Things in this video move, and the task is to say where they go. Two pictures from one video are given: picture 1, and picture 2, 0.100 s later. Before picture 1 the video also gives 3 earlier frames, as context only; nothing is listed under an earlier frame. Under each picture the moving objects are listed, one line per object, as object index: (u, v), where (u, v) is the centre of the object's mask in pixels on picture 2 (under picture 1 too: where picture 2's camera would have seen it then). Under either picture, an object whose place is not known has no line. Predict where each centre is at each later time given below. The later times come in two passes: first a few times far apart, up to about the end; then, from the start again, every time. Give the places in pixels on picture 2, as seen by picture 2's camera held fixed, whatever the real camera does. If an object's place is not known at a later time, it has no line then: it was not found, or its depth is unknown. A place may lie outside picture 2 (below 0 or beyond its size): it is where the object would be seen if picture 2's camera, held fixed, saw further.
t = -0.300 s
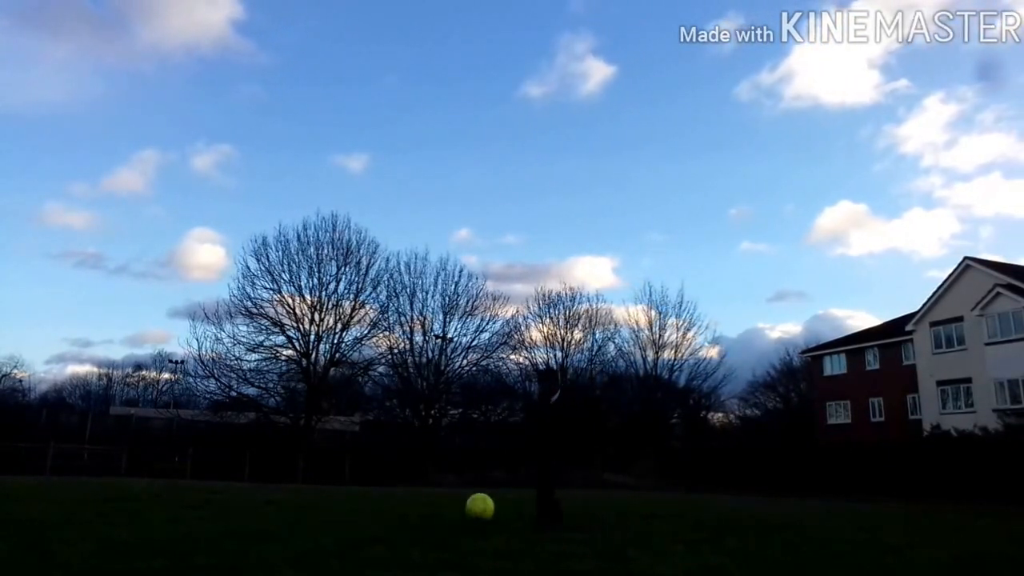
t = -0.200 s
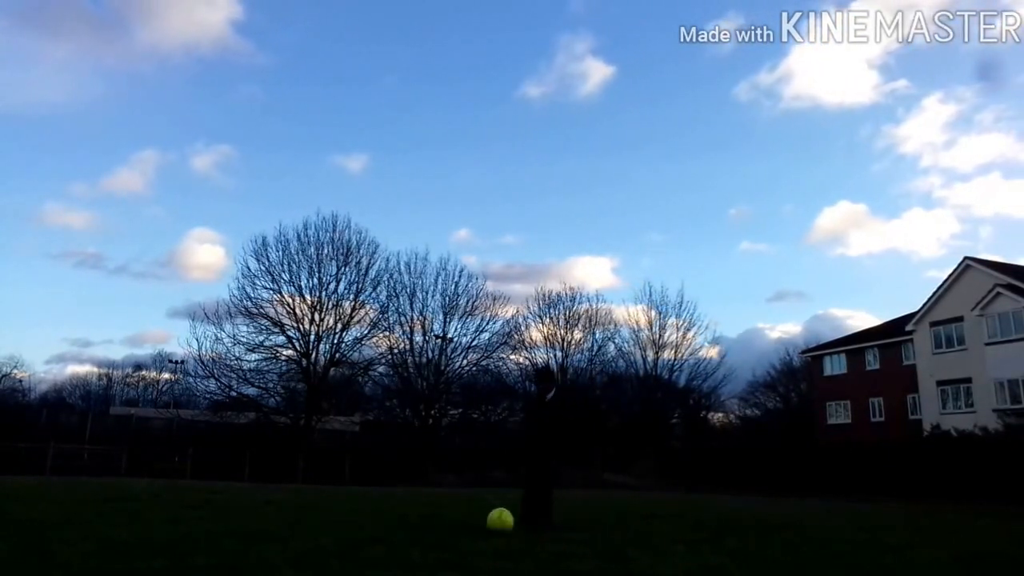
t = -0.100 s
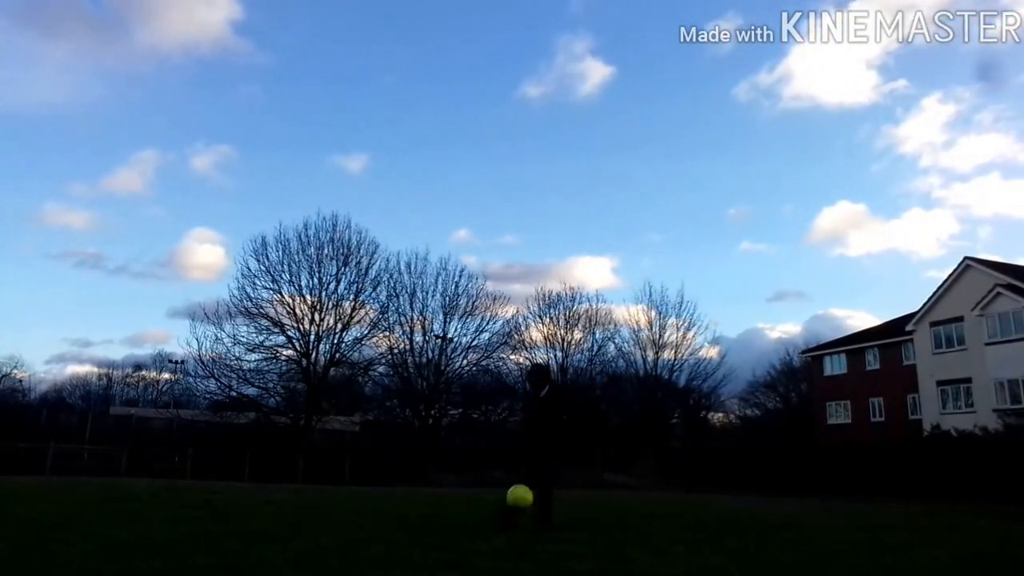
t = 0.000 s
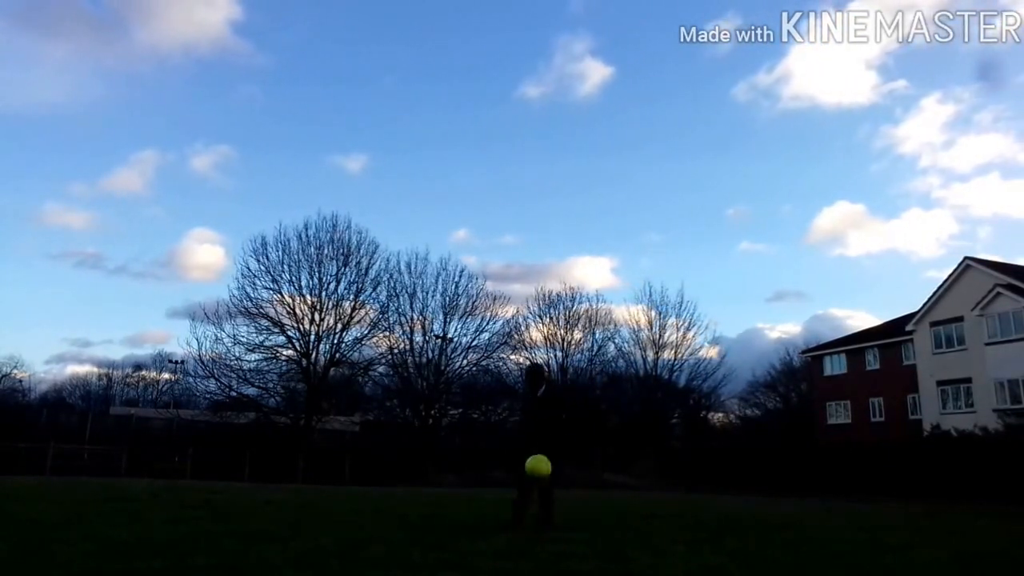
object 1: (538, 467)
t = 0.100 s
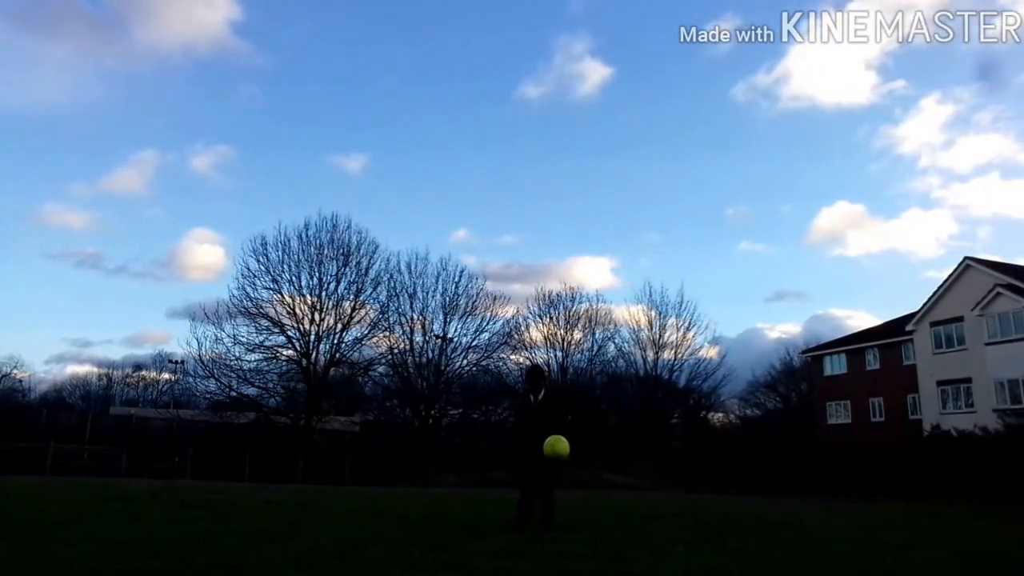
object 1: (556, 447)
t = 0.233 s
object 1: (580, 440)
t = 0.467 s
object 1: (625, 484)
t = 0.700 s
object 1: (707, 504)
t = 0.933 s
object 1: (798, 528)
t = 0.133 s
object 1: (563, 443)
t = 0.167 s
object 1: (568, 441)
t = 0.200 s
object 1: (574, 440)
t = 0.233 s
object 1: (580, 440)
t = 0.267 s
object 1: (587, 441)
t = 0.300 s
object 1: (593, 444)
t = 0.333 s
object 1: (599, 449)
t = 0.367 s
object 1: (605, 455)
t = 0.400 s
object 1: (612, 463)
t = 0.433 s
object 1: (619, 473)
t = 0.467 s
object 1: (625, 484)
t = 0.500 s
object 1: (634, 491)
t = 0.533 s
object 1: (644, 489)
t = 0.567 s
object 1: (656, 488)
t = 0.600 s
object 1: (667, 490)
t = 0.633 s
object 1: (681, 493)
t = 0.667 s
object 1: (693, 498)
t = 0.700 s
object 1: (707, 504)
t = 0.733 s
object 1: (722, 513)
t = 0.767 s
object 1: (737, 525)
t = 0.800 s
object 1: (753, 537)
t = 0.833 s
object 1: (765, 537)
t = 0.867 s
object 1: (775, 532)
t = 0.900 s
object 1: (786, 529)
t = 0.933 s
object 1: (798, 528)
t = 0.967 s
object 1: (809, 529)
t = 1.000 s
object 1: (820, 532)
